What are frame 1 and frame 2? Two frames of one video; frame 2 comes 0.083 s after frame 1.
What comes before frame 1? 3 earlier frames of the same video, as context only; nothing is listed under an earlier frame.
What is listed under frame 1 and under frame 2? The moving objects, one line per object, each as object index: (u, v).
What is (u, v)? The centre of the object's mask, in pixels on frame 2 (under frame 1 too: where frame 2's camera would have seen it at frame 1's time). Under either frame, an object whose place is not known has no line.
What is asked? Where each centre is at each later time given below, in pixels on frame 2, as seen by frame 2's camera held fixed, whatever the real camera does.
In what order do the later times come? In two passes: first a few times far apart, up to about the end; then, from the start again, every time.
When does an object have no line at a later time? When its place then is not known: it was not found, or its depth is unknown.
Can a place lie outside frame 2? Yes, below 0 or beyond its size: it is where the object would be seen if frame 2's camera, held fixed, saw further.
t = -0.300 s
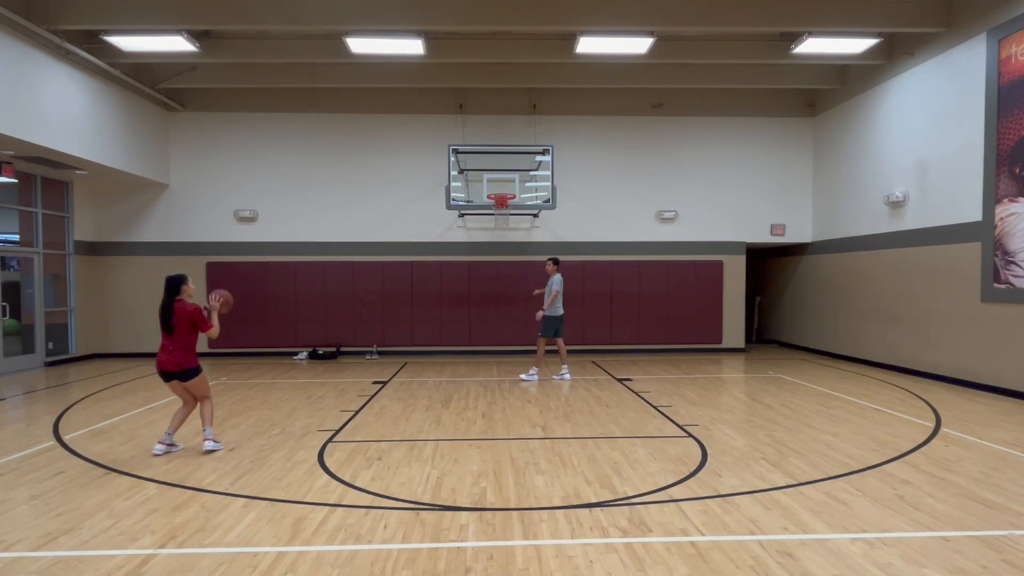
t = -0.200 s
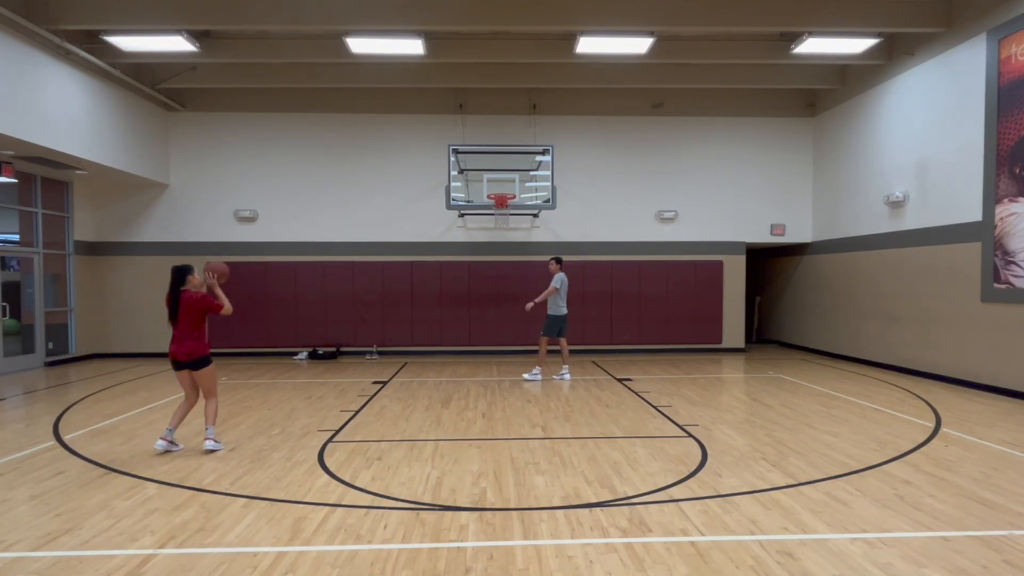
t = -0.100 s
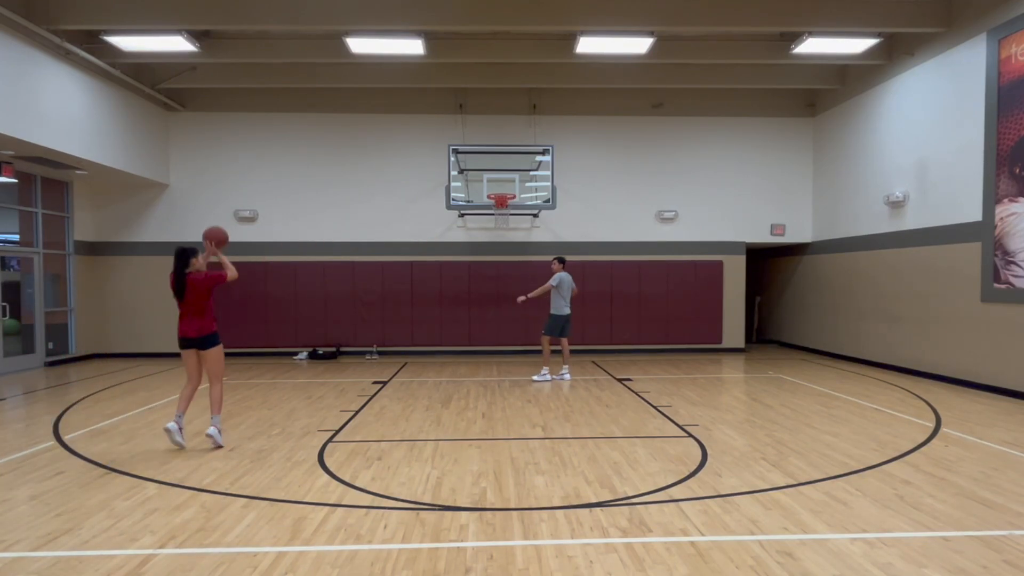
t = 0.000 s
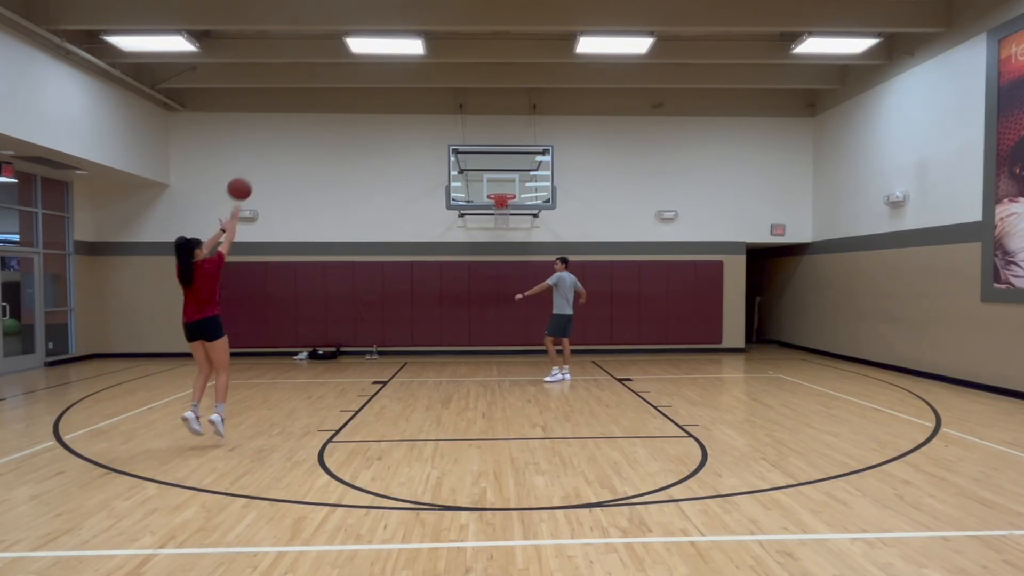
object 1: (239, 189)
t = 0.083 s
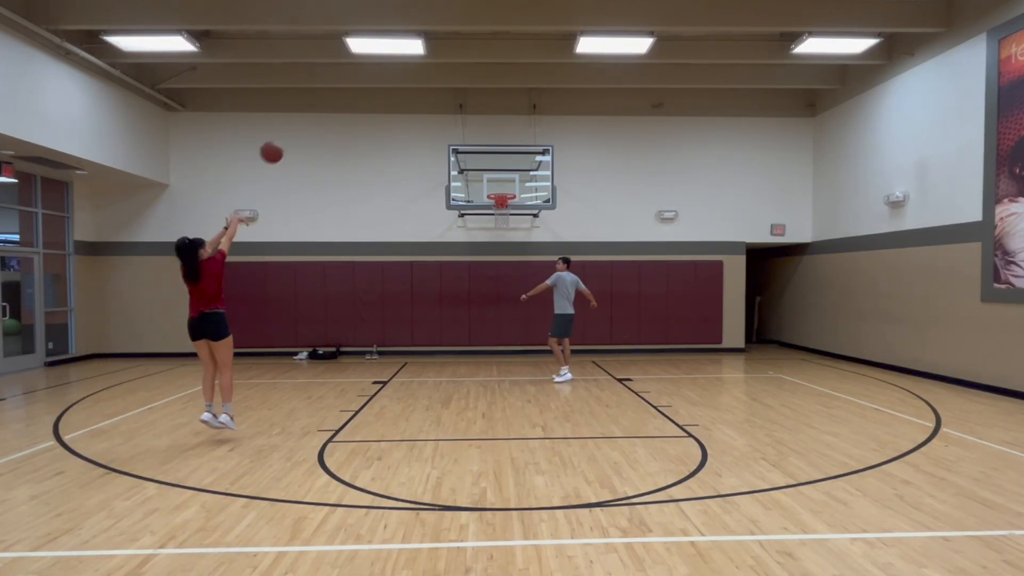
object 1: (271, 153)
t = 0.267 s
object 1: (332, 104)
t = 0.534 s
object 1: (402, 91)
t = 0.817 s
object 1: (459, 131)
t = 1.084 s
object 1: (501, 202)
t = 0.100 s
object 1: (277, 147)
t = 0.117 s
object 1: (283, 141)
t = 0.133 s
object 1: (289, 135)
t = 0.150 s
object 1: (295, 131)
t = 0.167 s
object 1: (300, 126)
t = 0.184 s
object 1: (306, 121)
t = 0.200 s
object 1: (312, 117)
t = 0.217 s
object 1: (317, 113)
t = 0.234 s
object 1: (322, 110)
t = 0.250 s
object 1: (327, 106)
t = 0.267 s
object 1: (332, 104)
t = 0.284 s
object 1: (337, 101)
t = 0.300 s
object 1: (342, 99)
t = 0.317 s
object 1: (347, 97)
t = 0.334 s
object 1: (351, 95)
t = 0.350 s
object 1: (356, 93)
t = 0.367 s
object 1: (361, 92)
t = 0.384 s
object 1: (365, 91)
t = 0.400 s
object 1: (369, 90)
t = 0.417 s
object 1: (374, 89)
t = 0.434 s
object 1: (378, 89)
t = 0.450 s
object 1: (382, 89)
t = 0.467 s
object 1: (386, 89)
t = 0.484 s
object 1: (390, 89)
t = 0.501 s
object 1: (394, 90)
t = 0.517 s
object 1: (398, 90)
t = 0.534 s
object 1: (402, 91)
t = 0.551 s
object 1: (405, 92)
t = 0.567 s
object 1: (409, 93)
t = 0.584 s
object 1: (413, 95)
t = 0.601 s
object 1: (417, 96)
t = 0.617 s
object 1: (420, 98)
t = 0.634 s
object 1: (423, 100)
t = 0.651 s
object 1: (427, 102)
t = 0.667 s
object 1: (430, 104)
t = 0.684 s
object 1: (434, 107)
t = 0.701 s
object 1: (438, 109)
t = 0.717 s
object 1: (441, 112)
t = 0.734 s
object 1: (444, 115)
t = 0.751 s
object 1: (447, 118)
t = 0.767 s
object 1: (450, 121)
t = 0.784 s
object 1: (453, 124)
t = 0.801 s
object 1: (456, 128)
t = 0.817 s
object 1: (459, 131)
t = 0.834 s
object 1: (462, 135)
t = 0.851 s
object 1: (465, 138)
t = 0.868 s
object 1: (468, 142)
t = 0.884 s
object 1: (471, 146)
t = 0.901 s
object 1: (473, 150)
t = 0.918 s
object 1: (476, 154)
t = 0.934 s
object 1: (479, 159)
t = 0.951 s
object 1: (481, 163)
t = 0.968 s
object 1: (484, 167)
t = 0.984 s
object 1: (487, 172)
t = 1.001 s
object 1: (489, 177)
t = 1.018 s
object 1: (492, 181)
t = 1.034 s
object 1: (494, 186)
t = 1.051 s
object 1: (496, 190)
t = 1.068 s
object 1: (499, 195)
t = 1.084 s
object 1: (501, 202)
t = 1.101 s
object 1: (501, 201)
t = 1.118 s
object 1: (505, 211)
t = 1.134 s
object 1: (507, 214)
